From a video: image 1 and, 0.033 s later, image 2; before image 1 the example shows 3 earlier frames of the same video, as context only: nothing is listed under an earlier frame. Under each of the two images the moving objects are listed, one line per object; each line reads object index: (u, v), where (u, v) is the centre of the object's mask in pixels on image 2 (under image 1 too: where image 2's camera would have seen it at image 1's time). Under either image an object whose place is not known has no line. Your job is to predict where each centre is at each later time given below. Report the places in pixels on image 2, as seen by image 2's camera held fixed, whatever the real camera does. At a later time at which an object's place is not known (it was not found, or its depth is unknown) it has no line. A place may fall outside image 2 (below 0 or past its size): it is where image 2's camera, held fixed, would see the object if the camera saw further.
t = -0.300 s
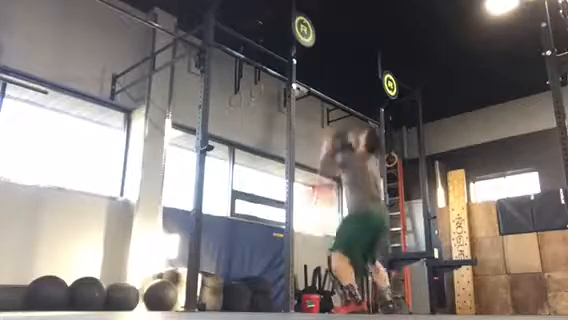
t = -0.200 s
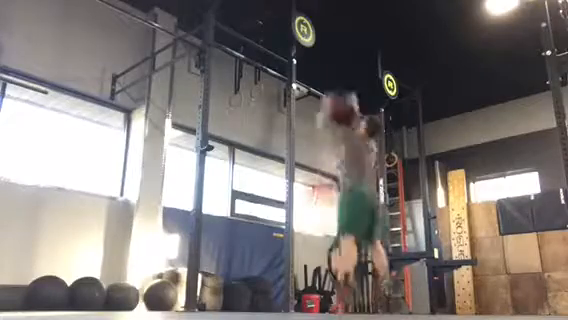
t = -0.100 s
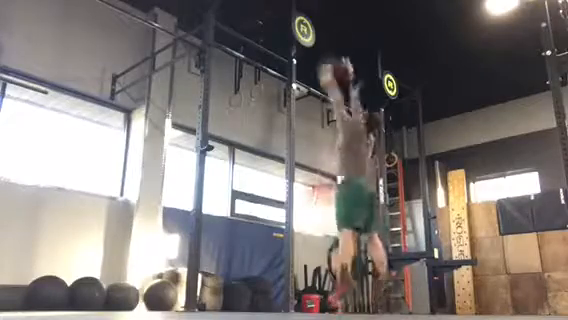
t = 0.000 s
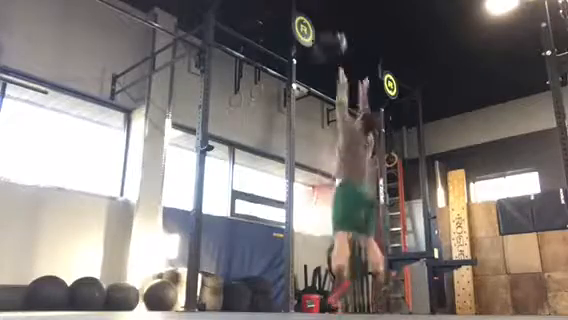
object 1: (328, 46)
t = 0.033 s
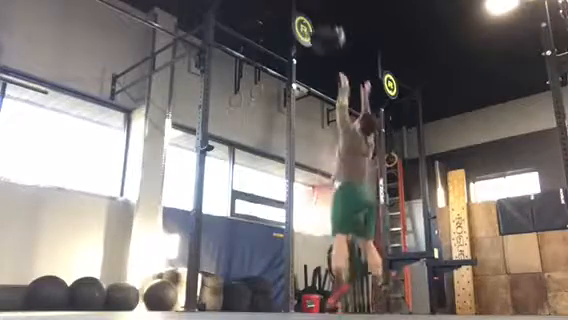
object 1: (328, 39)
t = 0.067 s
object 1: (327, 35)
